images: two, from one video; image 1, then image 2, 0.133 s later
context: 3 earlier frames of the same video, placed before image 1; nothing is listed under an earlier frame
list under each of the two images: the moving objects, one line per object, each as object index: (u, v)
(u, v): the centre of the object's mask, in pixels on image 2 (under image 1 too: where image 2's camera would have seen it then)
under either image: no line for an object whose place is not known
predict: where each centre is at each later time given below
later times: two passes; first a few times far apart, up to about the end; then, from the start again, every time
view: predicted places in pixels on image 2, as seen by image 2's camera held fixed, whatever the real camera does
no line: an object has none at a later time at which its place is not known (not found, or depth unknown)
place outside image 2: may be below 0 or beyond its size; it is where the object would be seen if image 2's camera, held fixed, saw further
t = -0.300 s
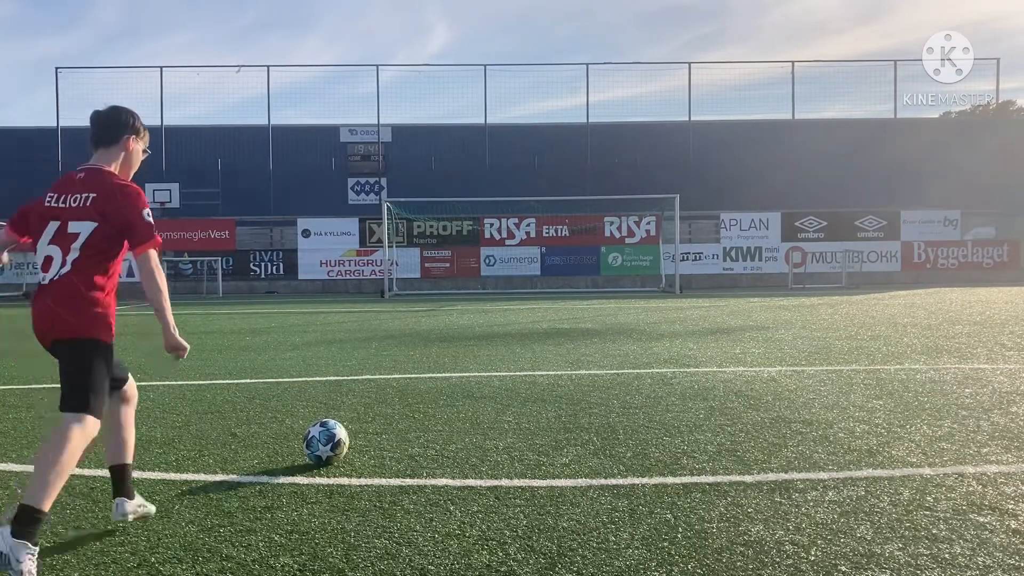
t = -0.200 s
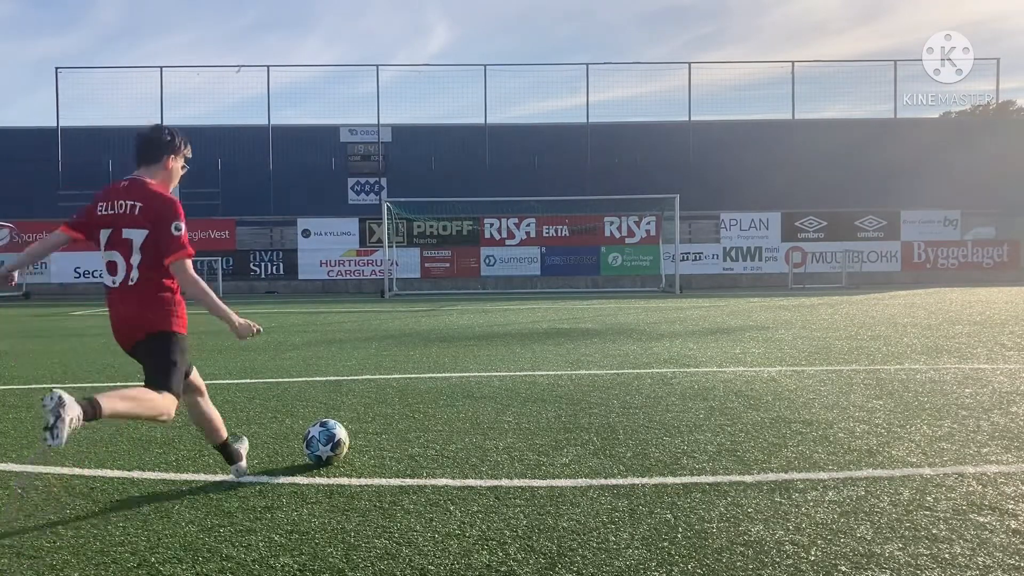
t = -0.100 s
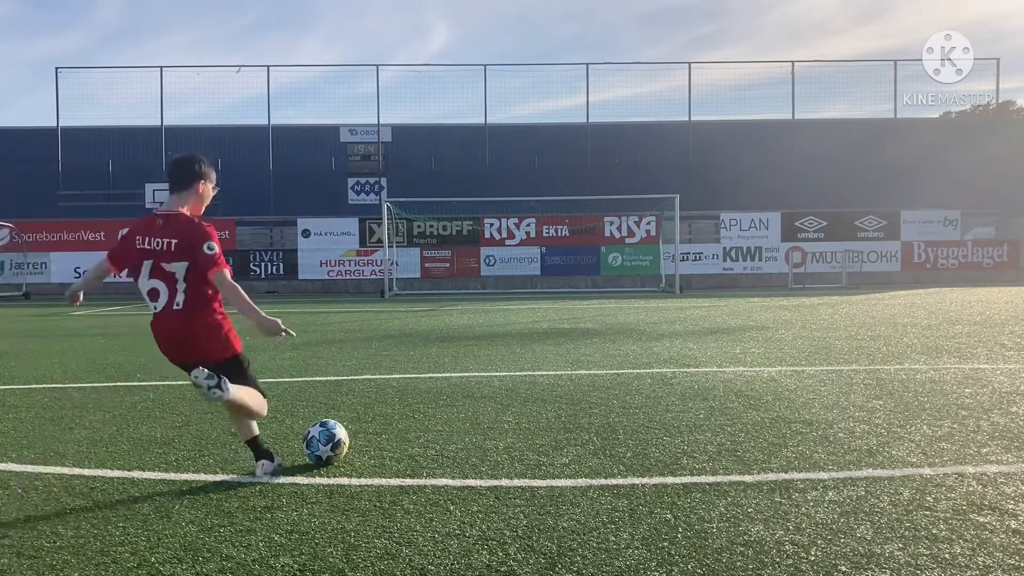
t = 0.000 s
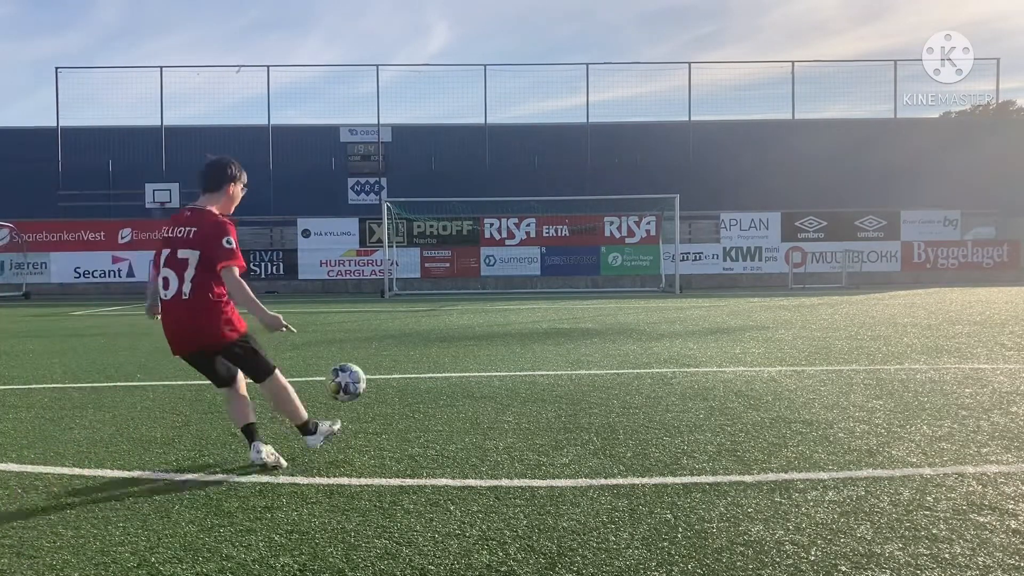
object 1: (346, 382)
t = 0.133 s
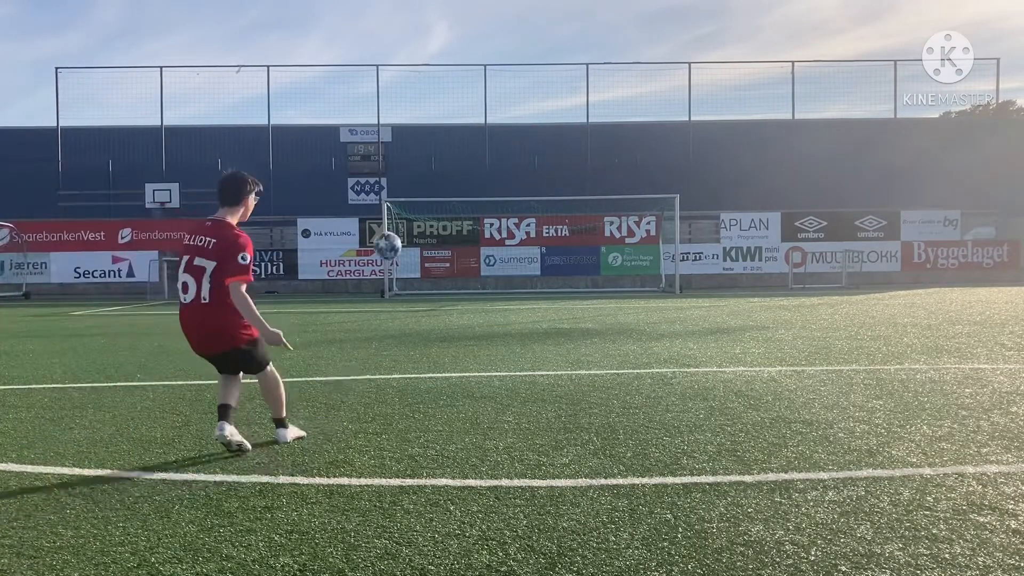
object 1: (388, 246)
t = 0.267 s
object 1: (406, 182)
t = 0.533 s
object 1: (423, 138)
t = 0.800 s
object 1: (427, 142)
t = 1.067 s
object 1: (426, 166)
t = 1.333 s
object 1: (425, 199)
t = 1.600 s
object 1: (414, 234)
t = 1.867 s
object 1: (401, 299)
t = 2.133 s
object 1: (389, 252)
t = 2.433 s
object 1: (375, 240)
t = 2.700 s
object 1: (360, 275)
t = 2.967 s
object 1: (342, 299)
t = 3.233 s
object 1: (318, 284)
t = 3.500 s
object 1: (291, 326)
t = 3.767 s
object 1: (261, 316)
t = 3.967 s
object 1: (234, 338)
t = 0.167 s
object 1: (394, 225)
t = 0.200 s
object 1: (400, 208)
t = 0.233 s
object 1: (403, 193)
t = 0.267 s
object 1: (406, 182)
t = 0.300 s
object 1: (409, 172)
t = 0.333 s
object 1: (412, 163)
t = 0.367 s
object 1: (415, 157)
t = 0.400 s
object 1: (417, 151)
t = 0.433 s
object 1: (419, 147)
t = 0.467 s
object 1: (421, 143)
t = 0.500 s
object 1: (422, 141)
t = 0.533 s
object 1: (423, 138)
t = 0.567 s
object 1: (424, 137)
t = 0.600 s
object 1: (424, 136)
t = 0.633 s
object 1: (425, 136)
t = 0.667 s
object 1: (426, 136)
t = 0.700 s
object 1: (426, 137)
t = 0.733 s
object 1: (426, 139)
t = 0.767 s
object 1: (426, 140)
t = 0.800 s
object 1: (427, 142)
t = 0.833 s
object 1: (427, 144)
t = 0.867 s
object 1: (427, 147)
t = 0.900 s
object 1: (427, 149)
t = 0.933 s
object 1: (427, 152)
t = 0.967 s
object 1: (427, 155)
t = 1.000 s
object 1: (426, 159)
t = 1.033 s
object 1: (426, 162)
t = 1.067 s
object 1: (426, 166)
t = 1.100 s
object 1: (426, 170)
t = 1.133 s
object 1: (426, 174)
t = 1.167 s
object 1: (425, 178)
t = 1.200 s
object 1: (425, 182)
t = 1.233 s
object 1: (425, 187)
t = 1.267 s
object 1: (425, 192)
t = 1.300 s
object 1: (425, 197)
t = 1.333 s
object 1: (425, 199)
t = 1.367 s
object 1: (423, 202)
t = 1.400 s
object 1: (422, 205)
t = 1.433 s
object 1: (421, 208)
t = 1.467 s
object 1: (419, 213)
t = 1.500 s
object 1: (418, 217)
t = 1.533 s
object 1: (417, 222)
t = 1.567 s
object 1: (416, 228)
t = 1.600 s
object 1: (414, 234)
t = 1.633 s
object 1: (413, 241)
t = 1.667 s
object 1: (411, 250)
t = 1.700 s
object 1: (409, 258)
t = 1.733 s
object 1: (408, 268)
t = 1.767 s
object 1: (406, 276)
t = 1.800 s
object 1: (404, 288)
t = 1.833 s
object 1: (402, 299)
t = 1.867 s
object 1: (401, 299)
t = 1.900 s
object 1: (401, 292)
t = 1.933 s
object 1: (398, 285)
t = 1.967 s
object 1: (397, 278)
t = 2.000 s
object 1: (396, 272)
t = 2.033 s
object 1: (394, 266)
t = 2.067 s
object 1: (393, 261)
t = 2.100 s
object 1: (391, 256)
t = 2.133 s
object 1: (389, 252)
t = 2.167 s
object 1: (388, 248)
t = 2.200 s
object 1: (387, 245)
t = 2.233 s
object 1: (385, 242)
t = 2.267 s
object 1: (383, 240)
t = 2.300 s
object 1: (380, 239)
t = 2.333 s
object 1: (380, 237)
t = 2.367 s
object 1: (378, 237)
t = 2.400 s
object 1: (376, 238)
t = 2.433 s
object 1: (375, 240)
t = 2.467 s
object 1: (373, 241)
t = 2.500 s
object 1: (371, 244)
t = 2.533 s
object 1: (369, 246)
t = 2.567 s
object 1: (368, 251)
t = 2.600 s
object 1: (365, 256)
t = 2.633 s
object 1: (364, 262)
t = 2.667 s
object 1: (363, 267)
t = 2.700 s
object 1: (360, 275)
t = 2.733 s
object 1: (358, 284)
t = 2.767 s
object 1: (357, 292)
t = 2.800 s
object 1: (354, 302)
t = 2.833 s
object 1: (353, 314)
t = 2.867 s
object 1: (350, 318)
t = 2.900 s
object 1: (348, 311)
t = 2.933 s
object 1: (345, 304)
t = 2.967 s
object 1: (342, 299)
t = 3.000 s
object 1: (339, 295)
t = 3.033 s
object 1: (337, 290)
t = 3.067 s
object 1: (334, 287)
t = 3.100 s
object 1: (331, 285)
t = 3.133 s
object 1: (328, 283)
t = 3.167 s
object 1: (325, 283)
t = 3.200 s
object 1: (322, 282)
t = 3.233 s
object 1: (318, 284)
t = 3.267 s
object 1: (316, 285)
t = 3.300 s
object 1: (312, 288)
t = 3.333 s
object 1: (309, 292)
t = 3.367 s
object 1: (306, 297)
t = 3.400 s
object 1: (302, 303)
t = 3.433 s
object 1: (299, 309)
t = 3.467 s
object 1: (296, 318)
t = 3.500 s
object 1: (291, 326)
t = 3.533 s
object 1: (288, 338)
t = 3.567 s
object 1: (285, 334)
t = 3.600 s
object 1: (281, 329)
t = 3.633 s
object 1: (277, 324)
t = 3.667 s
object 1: (273, 321)
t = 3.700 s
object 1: (268, 318)
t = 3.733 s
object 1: (265, 316)
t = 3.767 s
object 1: (261, 316)
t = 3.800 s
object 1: (256, 316)
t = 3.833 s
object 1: (253, 318)
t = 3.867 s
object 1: (248, 321)
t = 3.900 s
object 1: (243, 325)
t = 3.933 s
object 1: (238, 331)
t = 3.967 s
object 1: (234, 338)
